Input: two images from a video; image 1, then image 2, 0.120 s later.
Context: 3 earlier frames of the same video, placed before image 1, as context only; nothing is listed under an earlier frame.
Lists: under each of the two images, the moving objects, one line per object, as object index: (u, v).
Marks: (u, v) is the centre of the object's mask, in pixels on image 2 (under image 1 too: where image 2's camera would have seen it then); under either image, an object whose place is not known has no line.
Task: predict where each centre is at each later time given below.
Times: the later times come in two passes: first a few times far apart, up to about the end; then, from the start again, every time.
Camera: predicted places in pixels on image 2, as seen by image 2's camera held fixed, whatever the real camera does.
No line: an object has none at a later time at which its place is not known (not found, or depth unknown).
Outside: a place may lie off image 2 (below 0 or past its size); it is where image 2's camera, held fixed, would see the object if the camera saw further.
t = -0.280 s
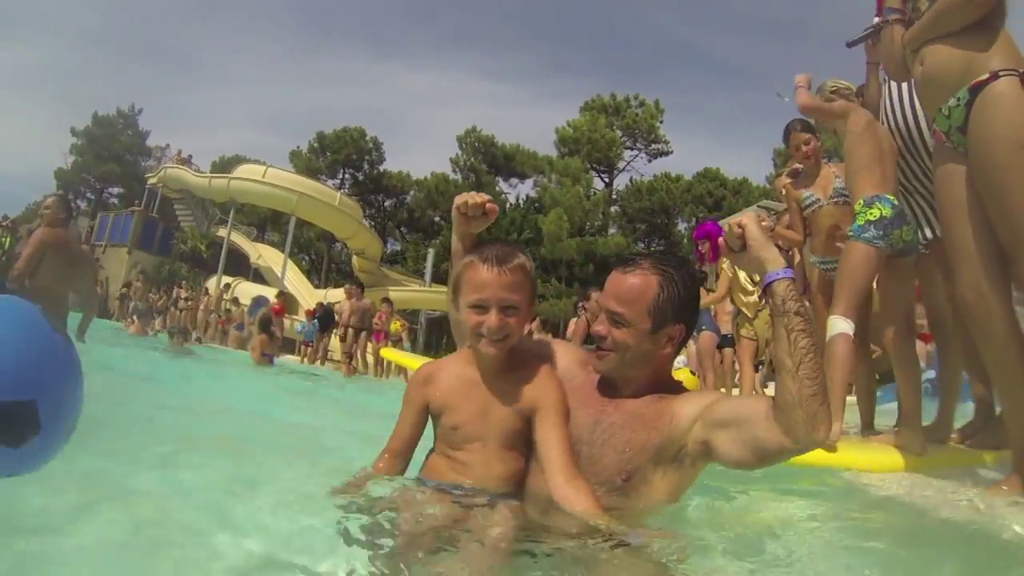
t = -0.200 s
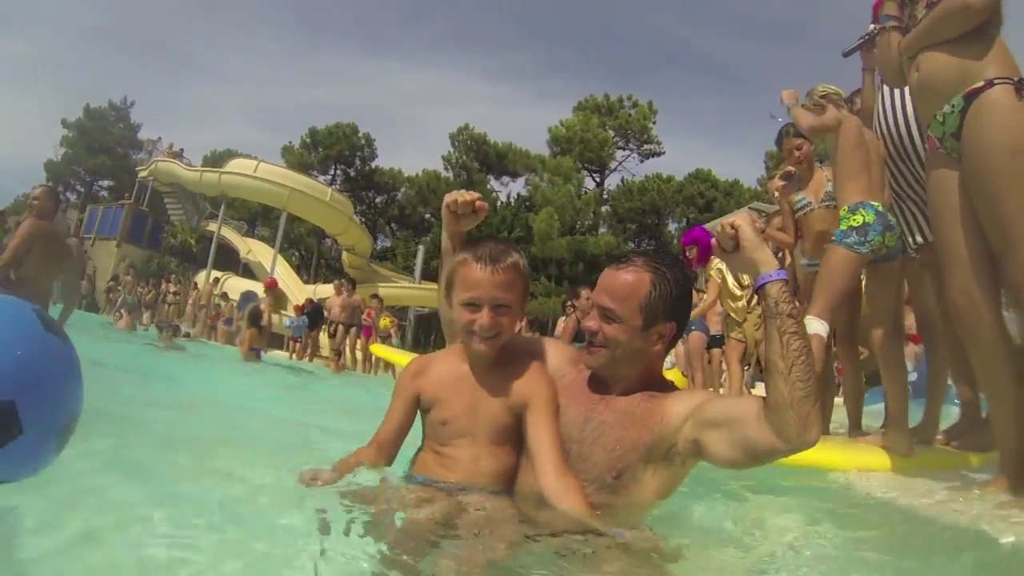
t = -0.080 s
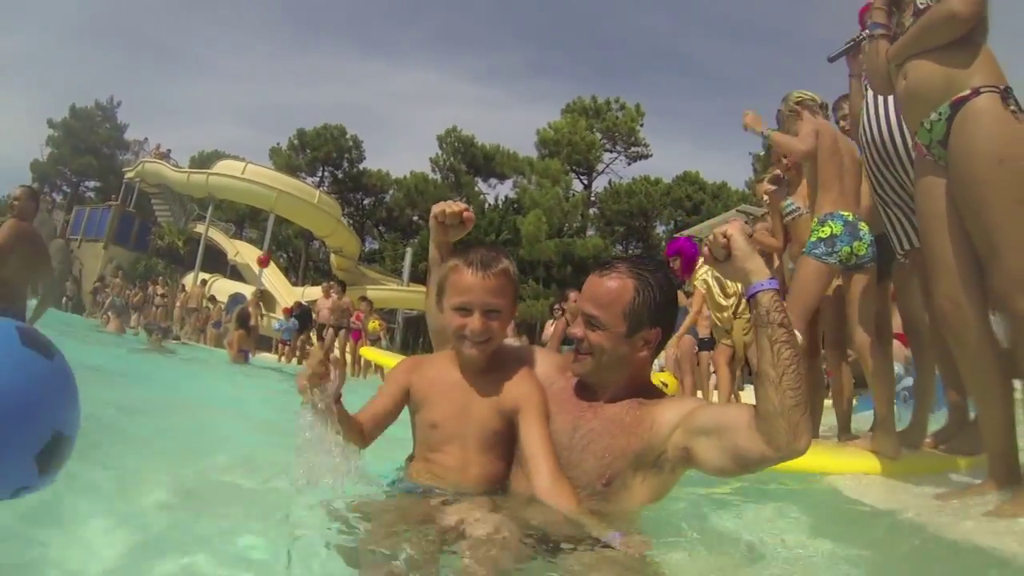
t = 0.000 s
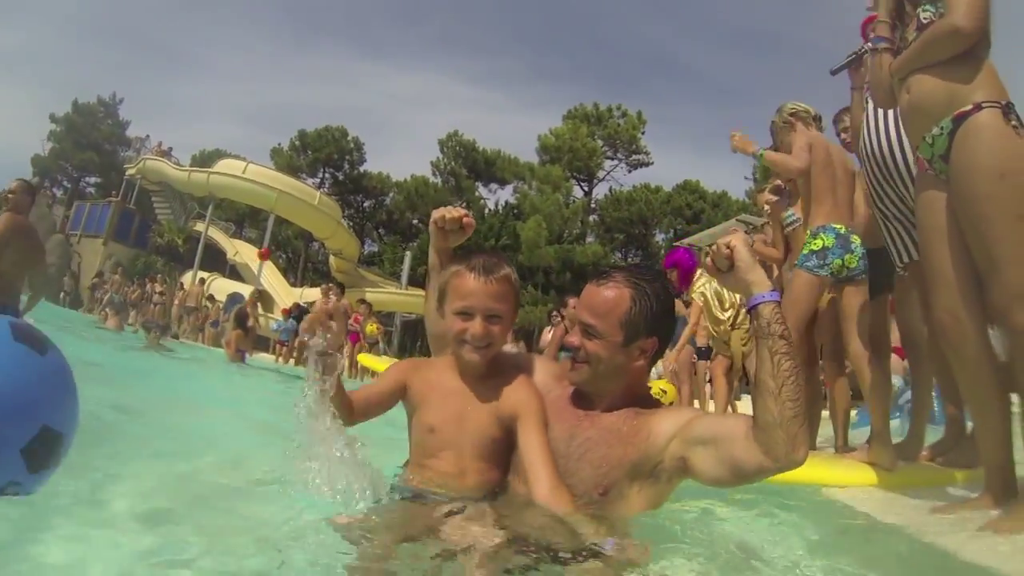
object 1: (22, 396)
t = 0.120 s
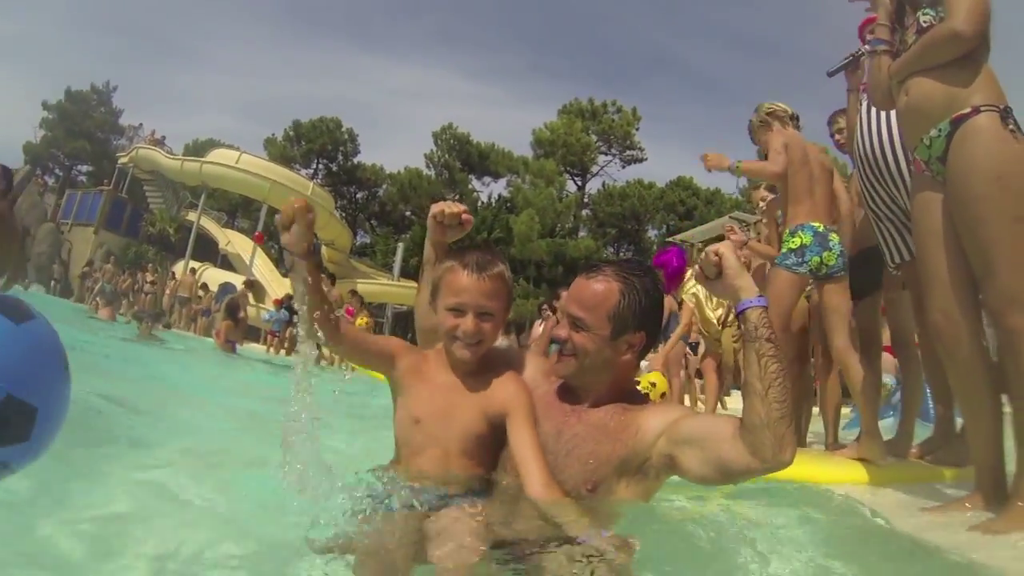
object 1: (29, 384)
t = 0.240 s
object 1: (41, 386)
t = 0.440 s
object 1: (48, 382)
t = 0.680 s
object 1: (53, 388)
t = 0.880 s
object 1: (64, 405)
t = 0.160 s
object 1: (34, 382)
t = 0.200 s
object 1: (38, 383)
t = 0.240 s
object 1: (41, 386)
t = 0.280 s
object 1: (45, 387)
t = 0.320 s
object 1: (50, 389)
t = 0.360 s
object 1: (51, 388)
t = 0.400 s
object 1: (50, 385)
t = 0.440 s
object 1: (48, 382)
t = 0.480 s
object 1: (49, 381)
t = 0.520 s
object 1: (50, 381)
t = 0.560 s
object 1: (52, 381)
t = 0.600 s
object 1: (51, 382)
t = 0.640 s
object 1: (51, 385)
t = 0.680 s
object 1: (53, 388)
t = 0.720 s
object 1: (56, 393)
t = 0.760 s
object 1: (59, 398)
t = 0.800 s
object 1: (61, 403)
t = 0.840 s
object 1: (63, 406)
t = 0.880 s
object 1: (64, 405)
